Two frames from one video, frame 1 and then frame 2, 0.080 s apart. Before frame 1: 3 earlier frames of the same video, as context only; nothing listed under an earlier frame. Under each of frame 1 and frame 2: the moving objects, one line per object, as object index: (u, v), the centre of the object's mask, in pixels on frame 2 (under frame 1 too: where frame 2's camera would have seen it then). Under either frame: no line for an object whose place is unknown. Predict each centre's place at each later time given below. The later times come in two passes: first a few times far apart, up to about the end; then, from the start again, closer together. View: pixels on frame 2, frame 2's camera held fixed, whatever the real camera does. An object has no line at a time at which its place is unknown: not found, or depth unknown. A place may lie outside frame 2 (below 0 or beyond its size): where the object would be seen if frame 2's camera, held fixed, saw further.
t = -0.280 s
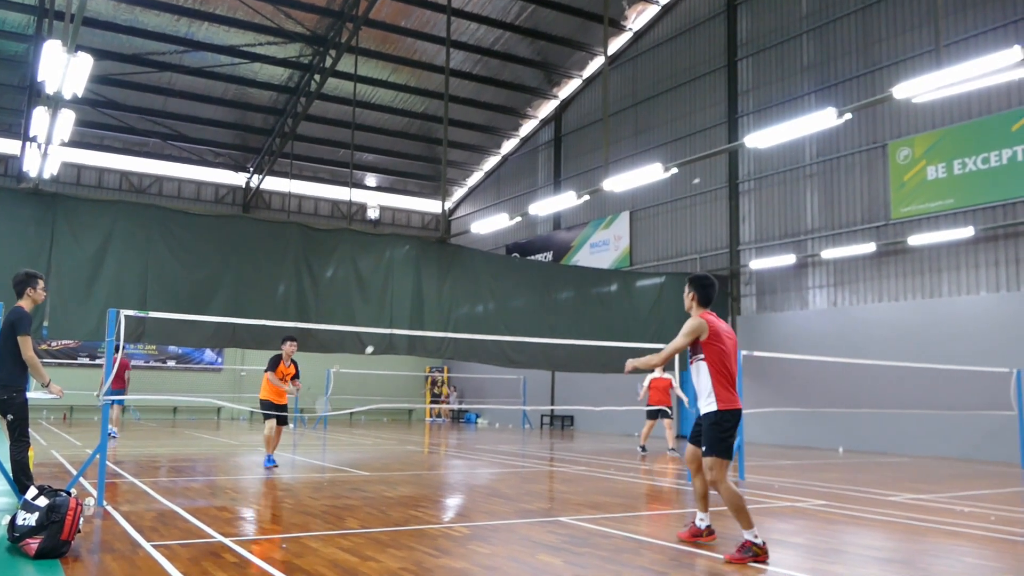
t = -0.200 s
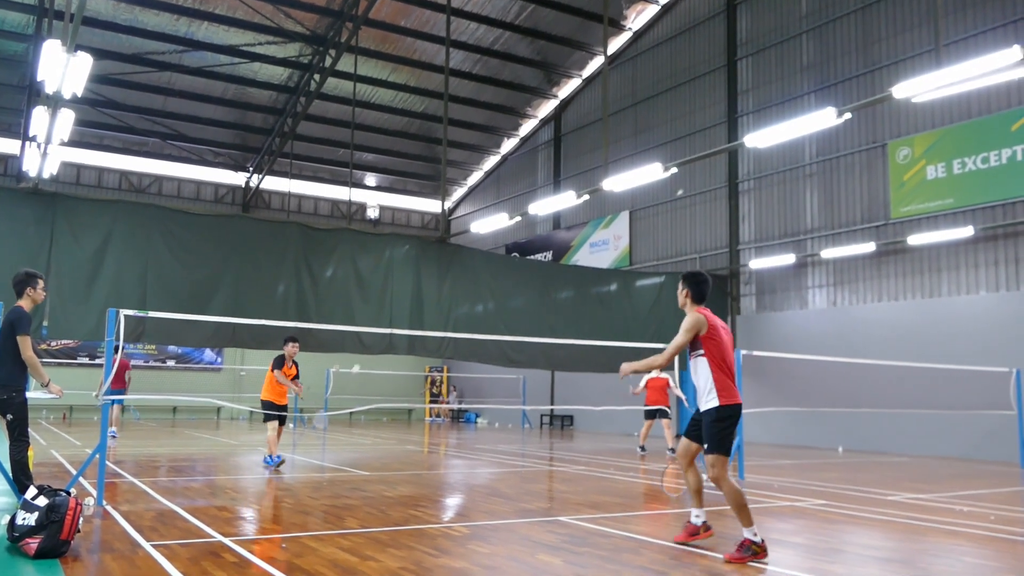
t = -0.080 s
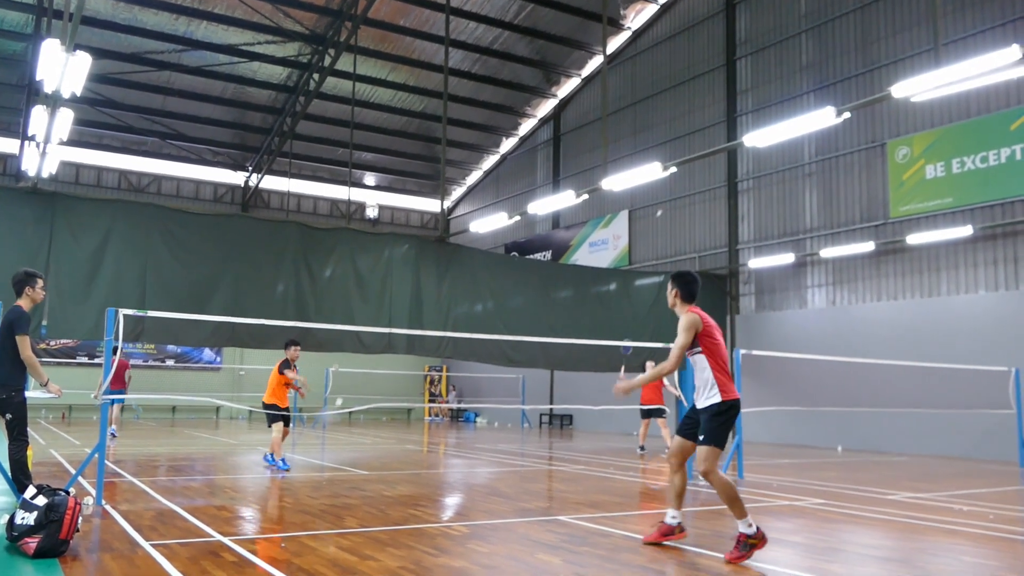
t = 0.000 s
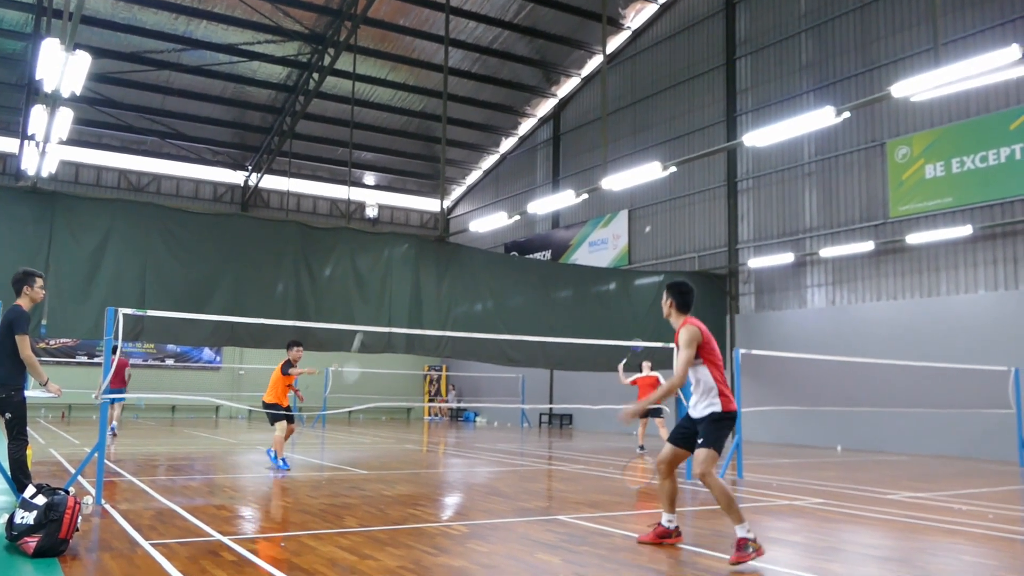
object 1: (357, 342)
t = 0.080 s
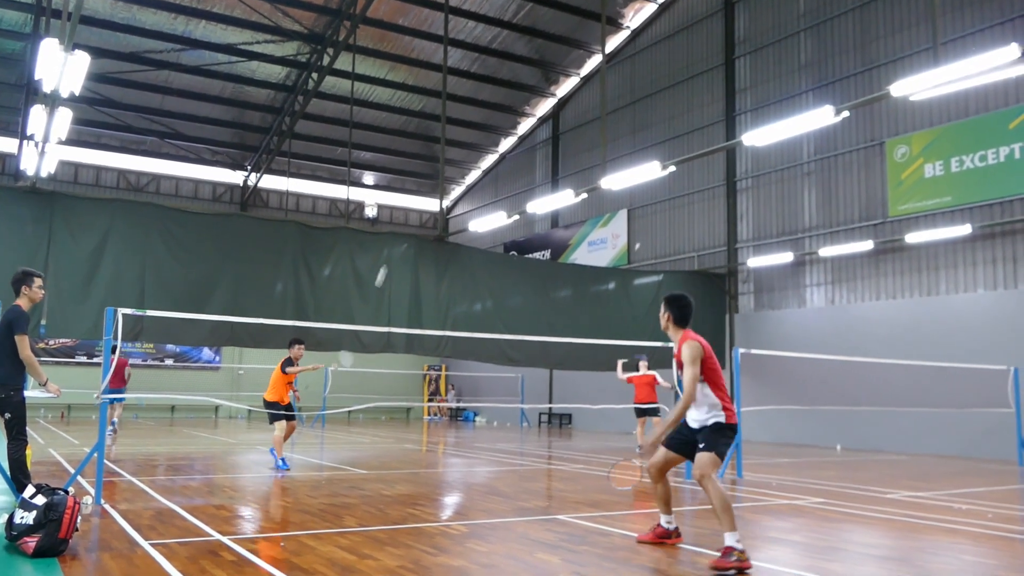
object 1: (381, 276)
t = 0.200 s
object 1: (417, 188)
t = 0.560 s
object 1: (526, 29)
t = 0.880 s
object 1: (644, 47)
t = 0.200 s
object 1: (417, 188)
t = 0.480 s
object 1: (500, 51)
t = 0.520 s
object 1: (513, 39)
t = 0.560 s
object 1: (526, 29)
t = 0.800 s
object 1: (611, 21)
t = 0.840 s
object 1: (628, 32)
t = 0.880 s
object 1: (644, 47)
